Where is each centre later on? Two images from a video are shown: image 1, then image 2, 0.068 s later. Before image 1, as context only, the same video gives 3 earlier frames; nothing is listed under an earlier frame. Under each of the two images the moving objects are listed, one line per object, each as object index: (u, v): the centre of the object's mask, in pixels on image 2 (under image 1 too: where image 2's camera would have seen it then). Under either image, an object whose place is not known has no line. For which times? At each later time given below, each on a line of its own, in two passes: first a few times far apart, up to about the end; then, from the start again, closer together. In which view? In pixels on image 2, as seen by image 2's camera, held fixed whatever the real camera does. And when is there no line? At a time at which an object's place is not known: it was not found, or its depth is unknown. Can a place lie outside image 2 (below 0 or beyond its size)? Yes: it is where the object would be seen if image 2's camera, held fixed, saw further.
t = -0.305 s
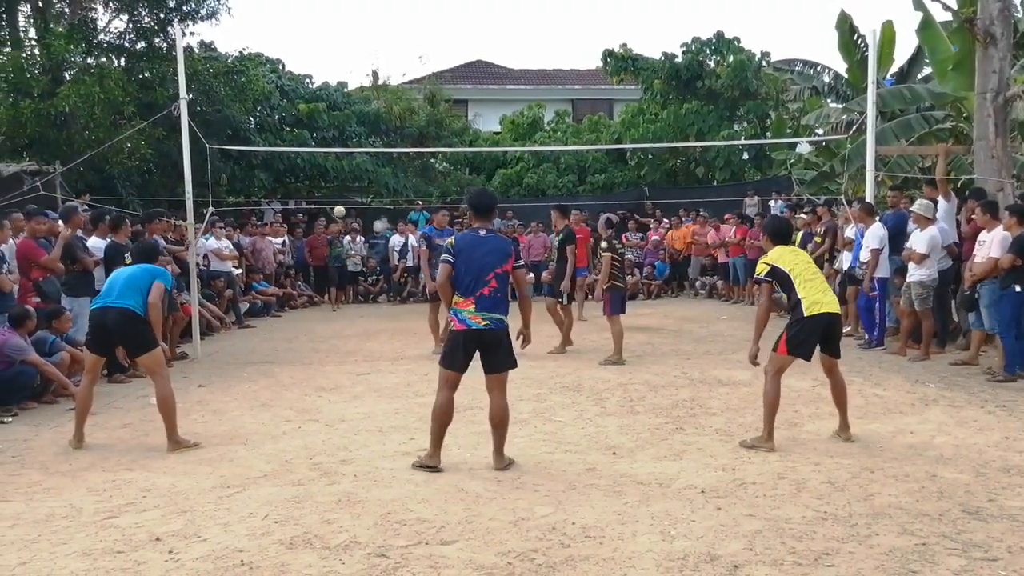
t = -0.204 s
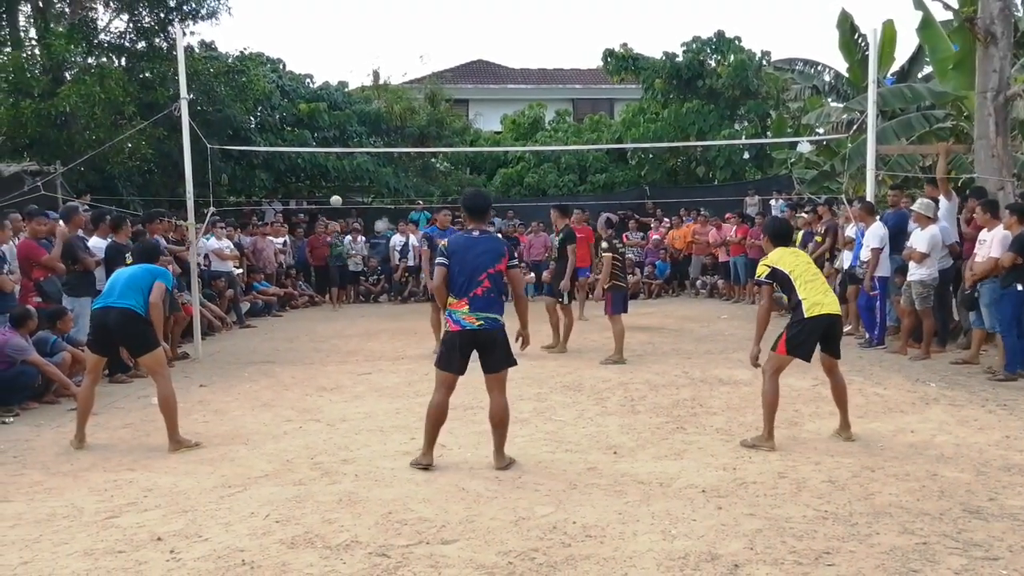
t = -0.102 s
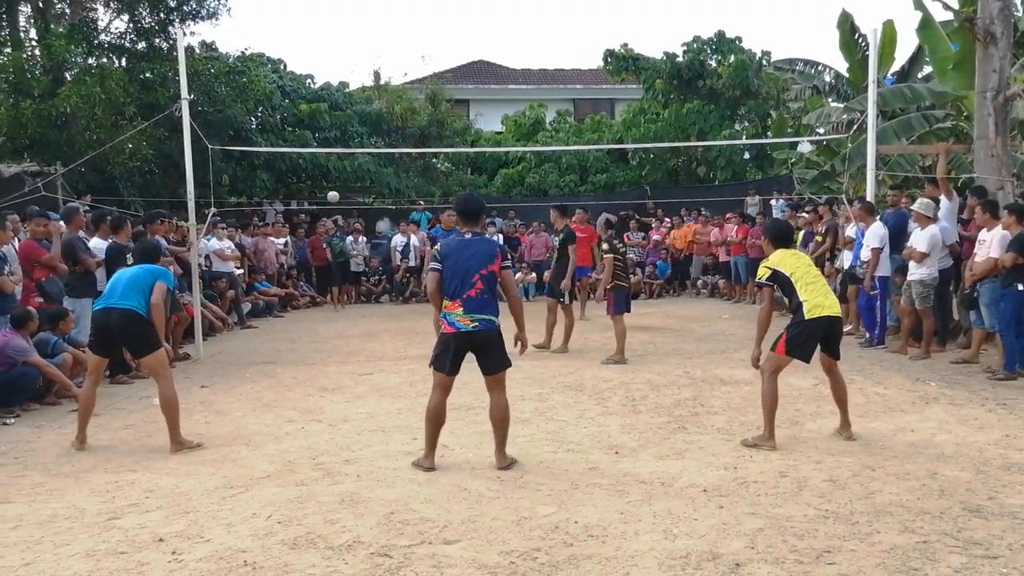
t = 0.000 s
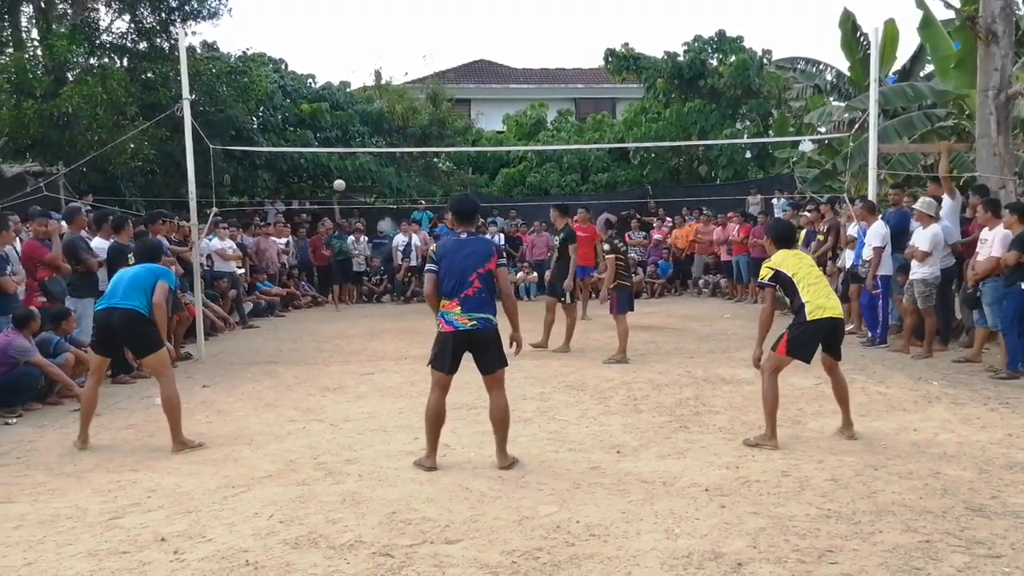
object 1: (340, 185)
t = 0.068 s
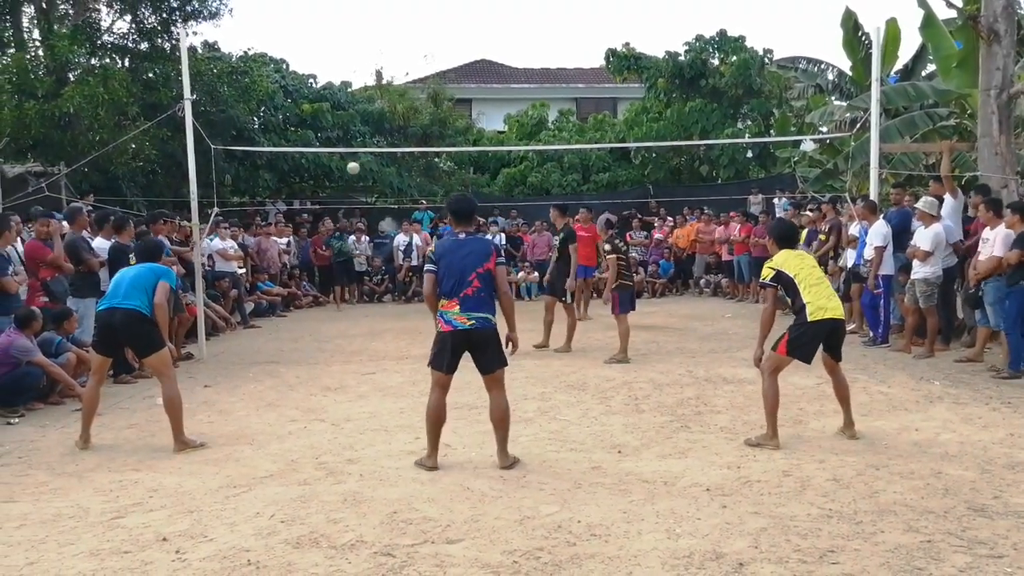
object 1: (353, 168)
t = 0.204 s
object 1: (383, 139)
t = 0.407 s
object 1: (441, 111)
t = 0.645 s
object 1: (543, 110)
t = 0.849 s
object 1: (677, 156)
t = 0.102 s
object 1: (360, 160)
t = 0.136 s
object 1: (367, 153)
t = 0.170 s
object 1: (375, 144)
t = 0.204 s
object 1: (383, 139)
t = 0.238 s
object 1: (391, 133)
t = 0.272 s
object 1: (400, 127)
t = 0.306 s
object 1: (409, 122)
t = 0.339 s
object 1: (419, 118)
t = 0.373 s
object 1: (429, 114)
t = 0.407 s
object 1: (441, 111)
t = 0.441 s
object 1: (453, 108)
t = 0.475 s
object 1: (465, 107)
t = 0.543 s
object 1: (493, 105)
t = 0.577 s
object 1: (509, 105)
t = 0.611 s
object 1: (525, 108)
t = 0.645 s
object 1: (543, 110)
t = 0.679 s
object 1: (560, 114)
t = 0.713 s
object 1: (582, 119)
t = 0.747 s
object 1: (603, 125)
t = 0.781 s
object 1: (626, 133)
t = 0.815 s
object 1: (651, 144)
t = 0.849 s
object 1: (677, 156)
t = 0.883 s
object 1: (707, 171)
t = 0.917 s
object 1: (737, 189)
